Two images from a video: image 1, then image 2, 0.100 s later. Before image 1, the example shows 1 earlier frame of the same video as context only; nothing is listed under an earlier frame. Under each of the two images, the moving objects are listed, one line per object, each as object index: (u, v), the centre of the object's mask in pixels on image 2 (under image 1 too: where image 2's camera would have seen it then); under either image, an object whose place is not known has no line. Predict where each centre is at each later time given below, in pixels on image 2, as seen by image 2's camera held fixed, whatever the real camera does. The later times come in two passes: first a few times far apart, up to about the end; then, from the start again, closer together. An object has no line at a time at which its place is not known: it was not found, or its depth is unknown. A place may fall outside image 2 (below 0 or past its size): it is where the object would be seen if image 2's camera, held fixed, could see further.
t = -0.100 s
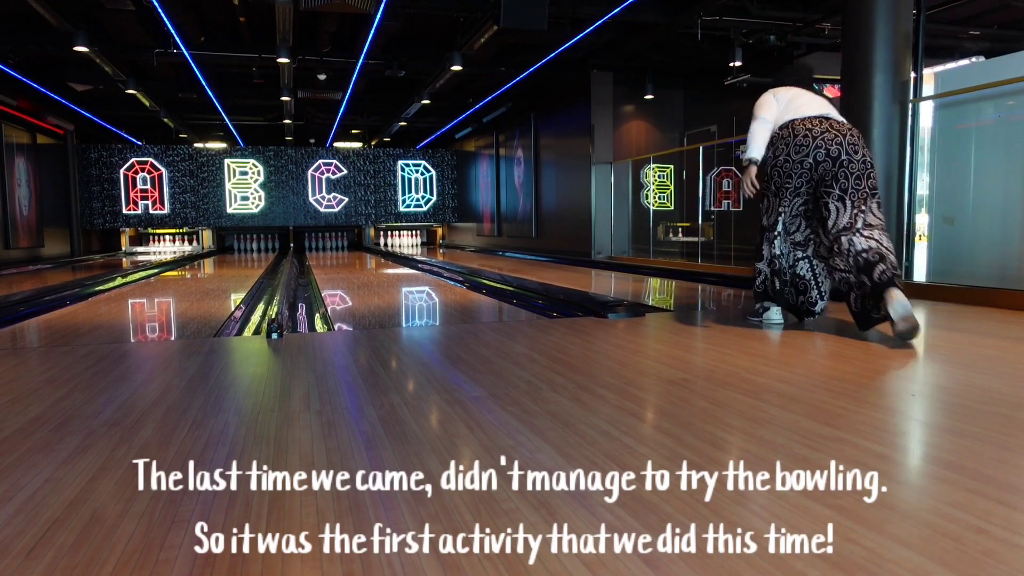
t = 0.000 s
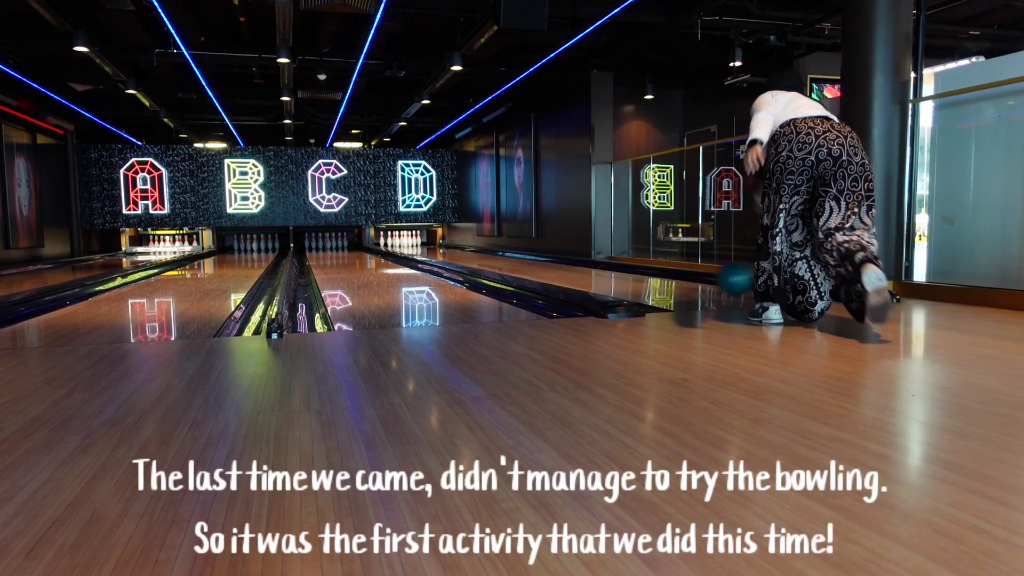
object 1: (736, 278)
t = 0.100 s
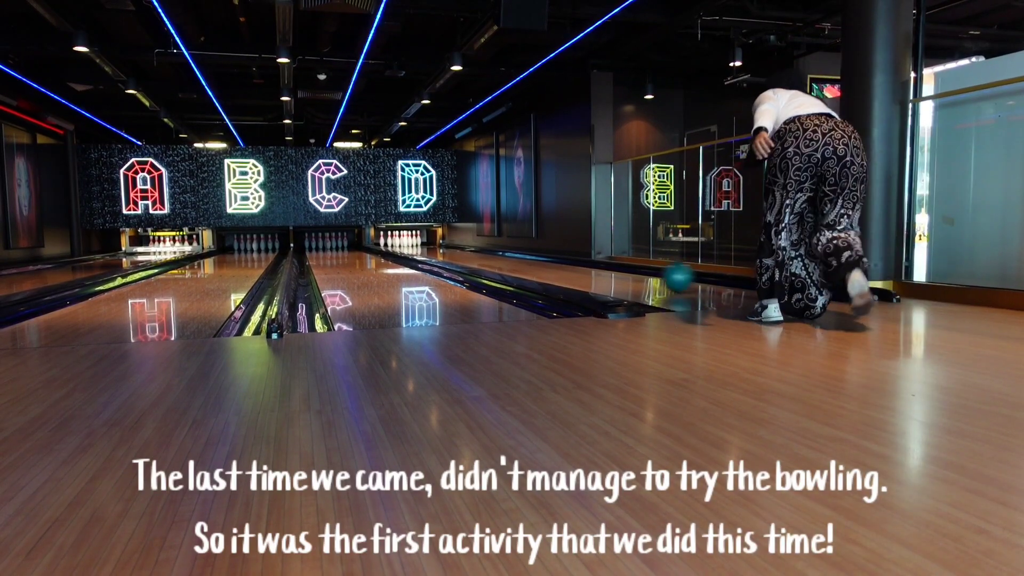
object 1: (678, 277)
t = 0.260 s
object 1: (611, 269)
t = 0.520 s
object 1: (543, 261)
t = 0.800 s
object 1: (497, 255)
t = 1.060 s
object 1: (468, 253)
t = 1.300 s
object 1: (450, 250)
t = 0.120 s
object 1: (668, 276)
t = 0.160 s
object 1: (649, 273)
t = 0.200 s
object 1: (633, 272)
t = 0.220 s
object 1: (625, 271)
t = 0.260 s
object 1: (611, 269)
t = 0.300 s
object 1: (598, 268)
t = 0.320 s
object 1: (592, 267)
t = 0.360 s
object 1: (580, 265)
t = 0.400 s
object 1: (570, 264)
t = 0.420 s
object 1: (565, 263)
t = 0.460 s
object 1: (556, 262)
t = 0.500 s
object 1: (547, 261)
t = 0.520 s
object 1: (543, 261)
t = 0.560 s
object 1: (535, 260)
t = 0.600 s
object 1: (528, 259)
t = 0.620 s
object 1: (524, 259)
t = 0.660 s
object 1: (517, 258)
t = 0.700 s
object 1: (511, 257)
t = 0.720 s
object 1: (508, 257)
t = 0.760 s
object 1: (502, 256)
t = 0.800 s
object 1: (497, 255)
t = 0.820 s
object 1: (495, 255)
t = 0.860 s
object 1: (490, 254)
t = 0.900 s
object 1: (485, 254)
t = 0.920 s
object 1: (483, 254)
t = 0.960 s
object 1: (478, 254)
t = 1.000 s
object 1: (474, 253)
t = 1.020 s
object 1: (472, 253)
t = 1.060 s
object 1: (468, 253)
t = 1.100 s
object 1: (465, 252)
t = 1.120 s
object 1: (463, 252)
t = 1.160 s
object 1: (460, 252)
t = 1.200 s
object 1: (457, 251)
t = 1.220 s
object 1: (456, 251)
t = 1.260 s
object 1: (452, 250)
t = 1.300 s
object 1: (450, 250)
